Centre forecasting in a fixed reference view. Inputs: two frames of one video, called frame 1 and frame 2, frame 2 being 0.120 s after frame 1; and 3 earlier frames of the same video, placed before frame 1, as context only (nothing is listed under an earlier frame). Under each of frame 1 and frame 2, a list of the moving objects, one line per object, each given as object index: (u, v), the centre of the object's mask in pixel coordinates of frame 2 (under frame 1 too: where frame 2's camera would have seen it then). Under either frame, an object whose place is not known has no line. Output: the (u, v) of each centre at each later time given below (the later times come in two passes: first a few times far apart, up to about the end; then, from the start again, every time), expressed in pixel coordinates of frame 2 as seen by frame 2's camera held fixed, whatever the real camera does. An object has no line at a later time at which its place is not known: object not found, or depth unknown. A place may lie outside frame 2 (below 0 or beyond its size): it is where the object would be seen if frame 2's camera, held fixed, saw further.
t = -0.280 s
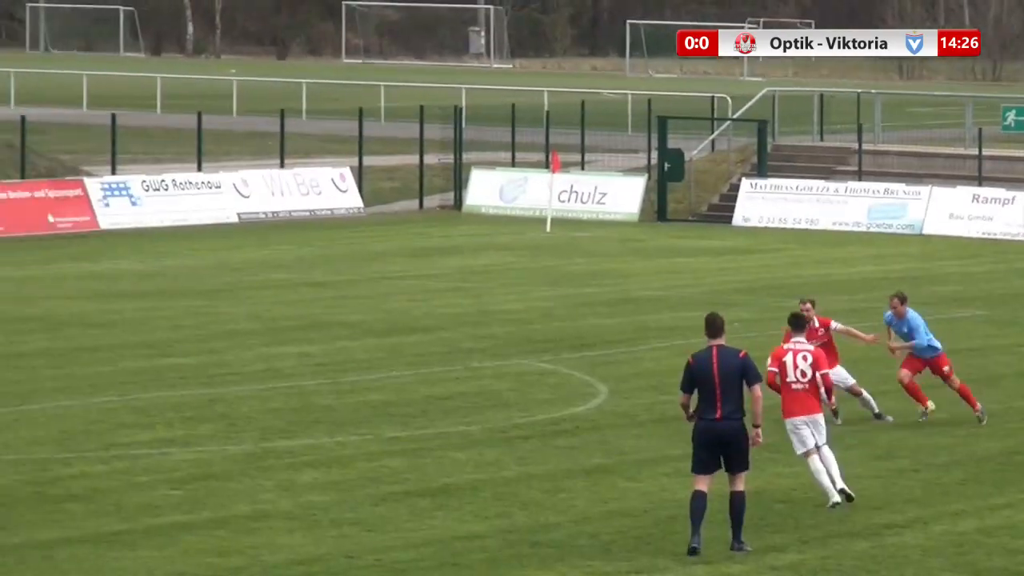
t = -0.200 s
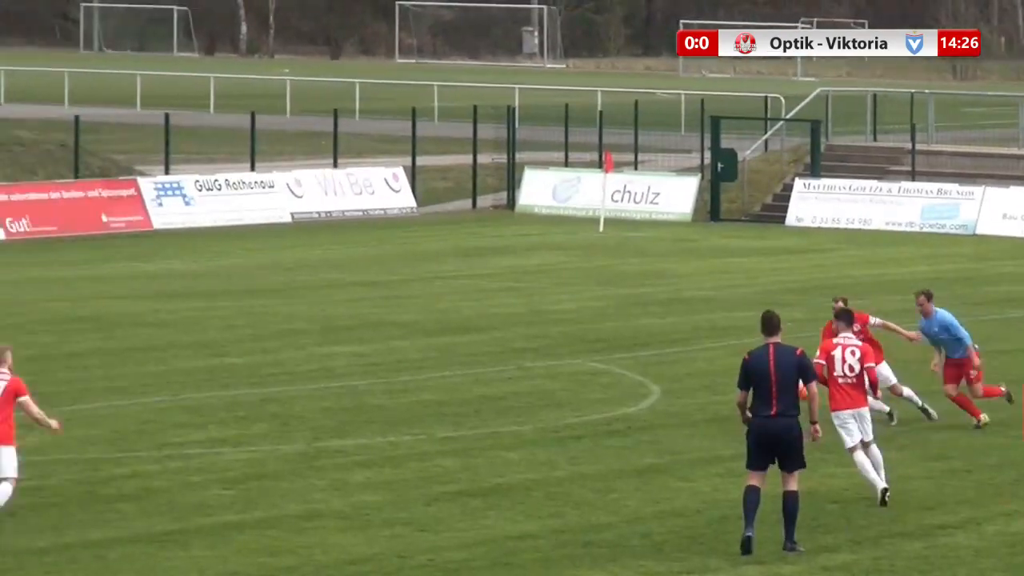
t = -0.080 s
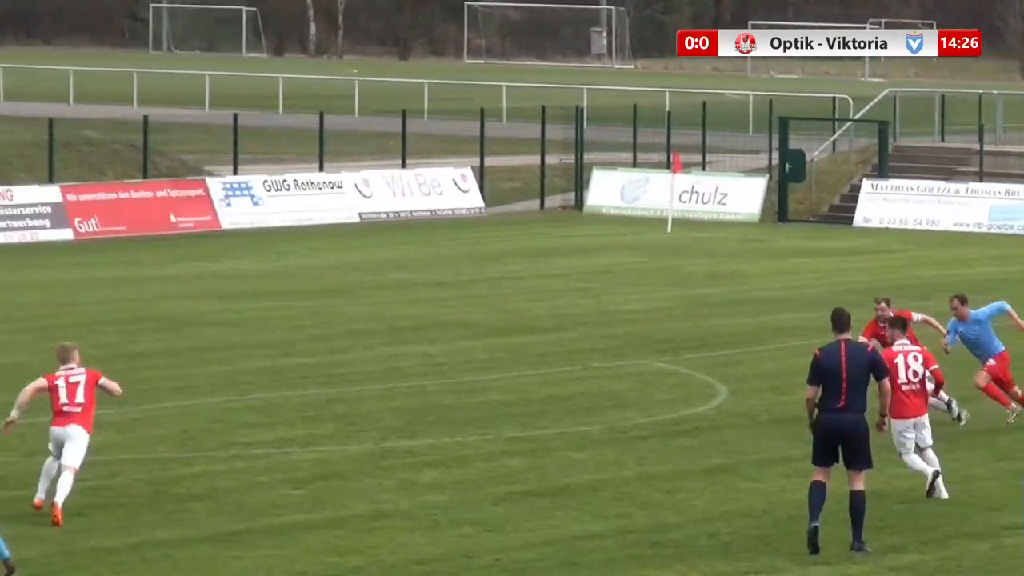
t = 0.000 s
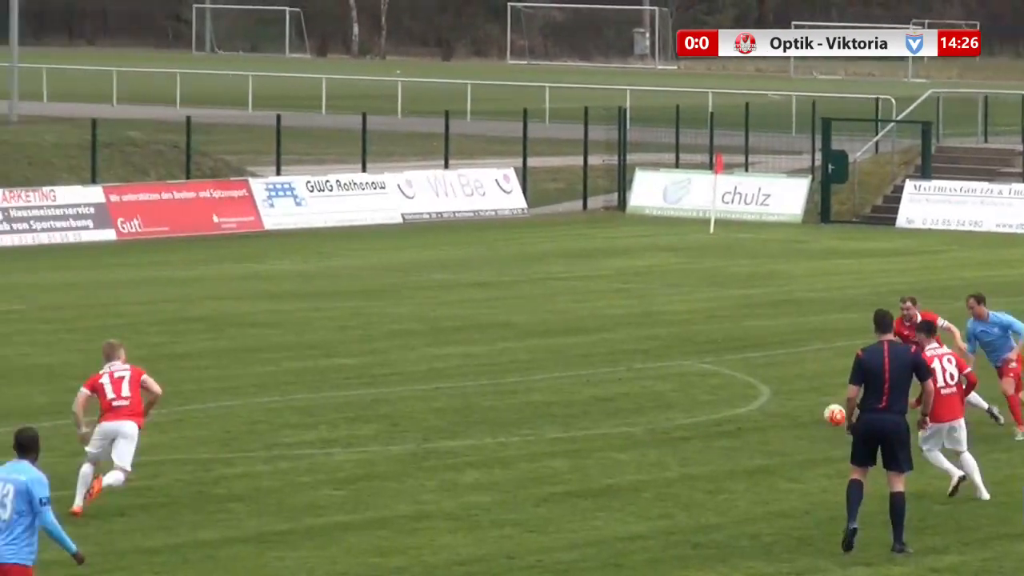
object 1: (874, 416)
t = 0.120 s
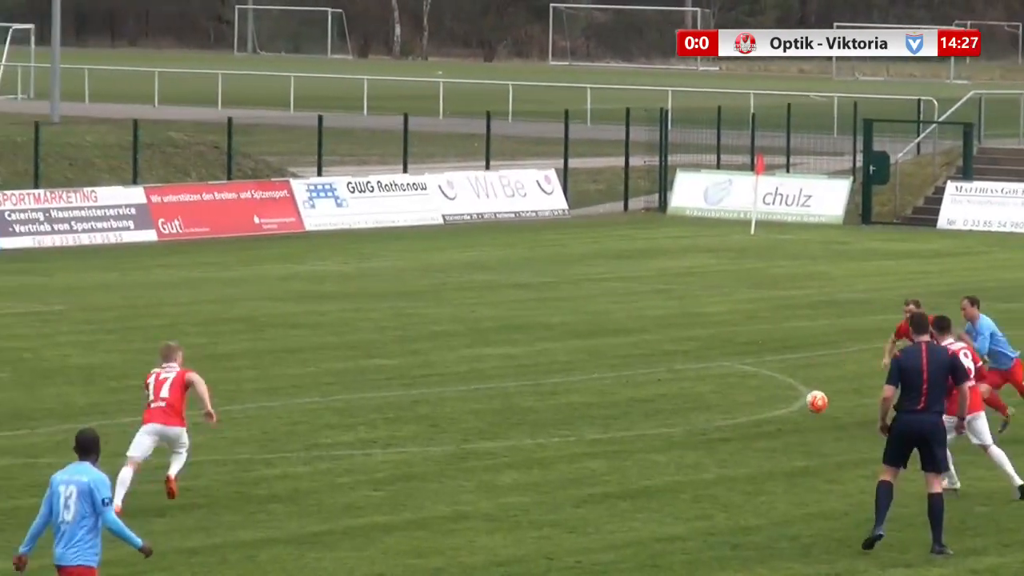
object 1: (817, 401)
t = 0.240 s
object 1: (758, 401)
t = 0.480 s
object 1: (640, 443)
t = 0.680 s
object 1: (551, 414)
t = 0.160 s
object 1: (796, 399)
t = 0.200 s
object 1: (777, 399)
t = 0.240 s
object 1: (758, 401)
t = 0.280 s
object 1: (737, 404)
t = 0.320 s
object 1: (718, 409)
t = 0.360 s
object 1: (699, 415)
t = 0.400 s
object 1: (679, 423)
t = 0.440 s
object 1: (659, 433)
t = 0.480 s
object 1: (640, 443)
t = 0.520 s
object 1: (623, 435)
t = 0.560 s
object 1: (604, 428)
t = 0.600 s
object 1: (586, 422)
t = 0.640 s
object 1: (569, 417)
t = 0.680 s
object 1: (551, 414)
